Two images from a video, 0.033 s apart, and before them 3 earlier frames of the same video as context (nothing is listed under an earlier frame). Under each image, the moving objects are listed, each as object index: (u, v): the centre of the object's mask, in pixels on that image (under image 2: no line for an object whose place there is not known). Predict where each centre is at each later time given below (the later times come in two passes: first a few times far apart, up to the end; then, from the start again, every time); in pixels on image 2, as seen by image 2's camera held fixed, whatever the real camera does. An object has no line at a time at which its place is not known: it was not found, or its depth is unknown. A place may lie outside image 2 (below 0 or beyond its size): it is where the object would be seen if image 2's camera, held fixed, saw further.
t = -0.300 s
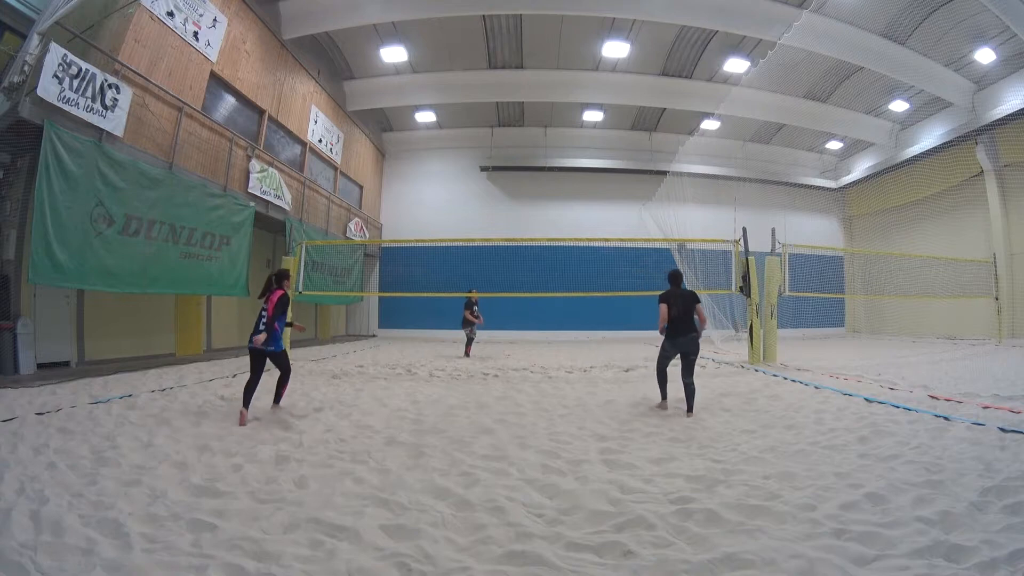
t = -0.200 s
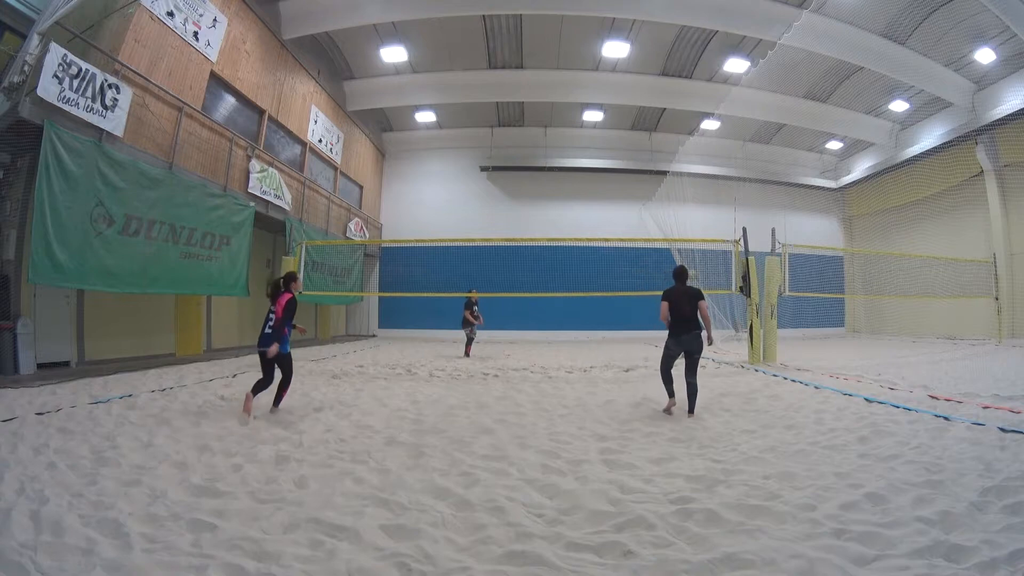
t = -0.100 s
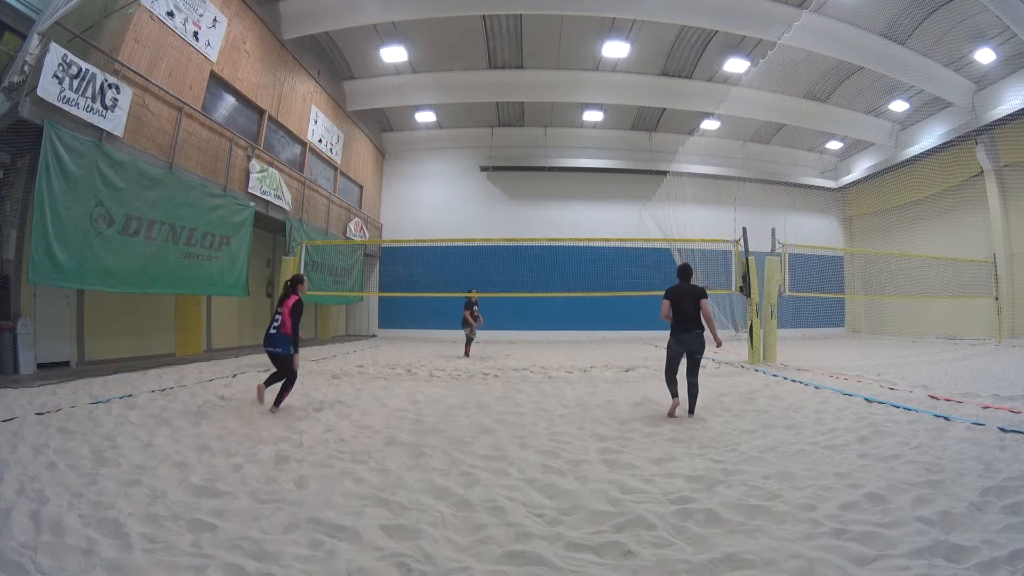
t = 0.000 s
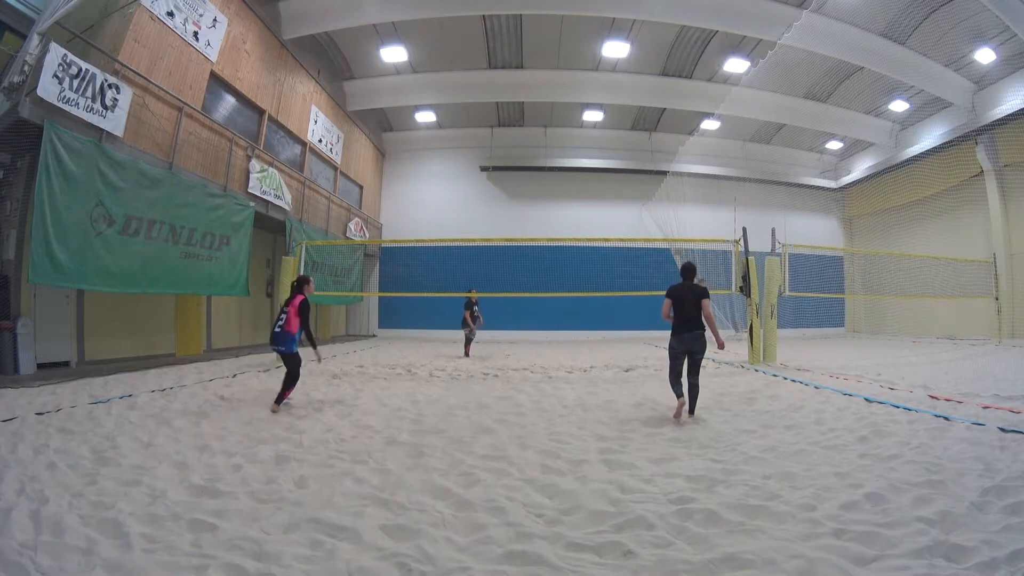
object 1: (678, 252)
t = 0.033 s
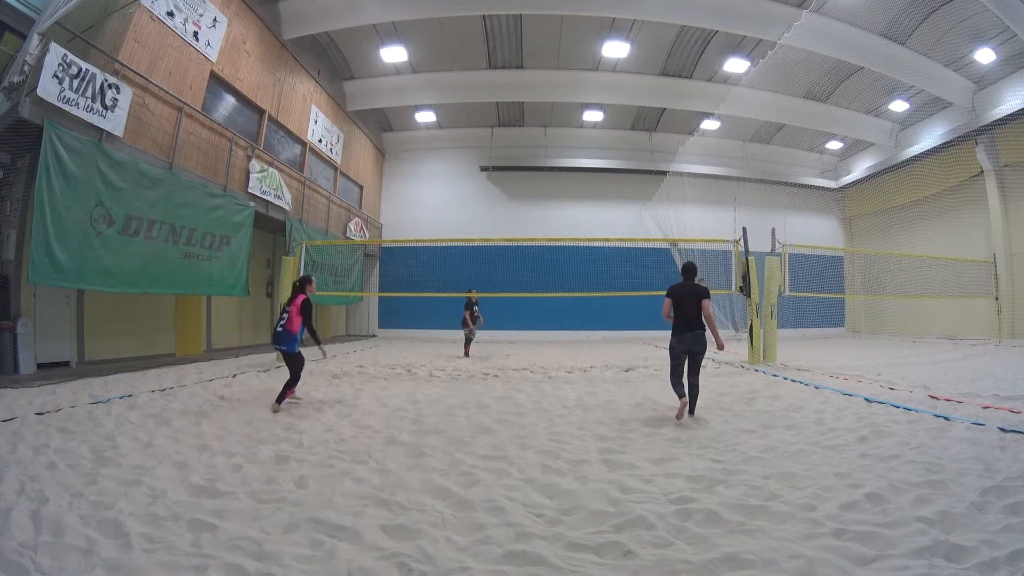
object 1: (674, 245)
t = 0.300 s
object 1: (639, 197)
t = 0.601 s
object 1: (598, 182)
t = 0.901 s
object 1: (558, 215)
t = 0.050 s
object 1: (671, 237)
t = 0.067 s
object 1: (669, 235)
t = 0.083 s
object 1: (667, 232)
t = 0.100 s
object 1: (665, 228)
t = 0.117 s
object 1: (663, 225)
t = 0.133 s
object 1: (661, 222)
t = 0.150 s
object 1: (658, 218)
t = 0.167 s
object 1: (656, 216)
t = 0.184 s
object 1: (654, 213)
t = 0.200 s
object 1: (652, 210)
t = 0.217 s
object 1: (650, 208)
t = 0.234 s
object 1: (647, 205)
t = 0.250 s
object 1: (645, 202)
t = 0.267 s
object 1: (643, 200)
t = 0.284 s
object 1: (641, 198)
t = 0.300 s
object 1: (639, 197)
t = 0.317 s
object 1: (636, 194)
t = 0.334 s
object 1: (634, 192)
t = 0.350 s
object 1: (632, 191)
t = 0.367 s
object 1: (630, 190)
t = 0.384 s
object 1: (627, 188)
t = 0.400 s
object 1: (625, 187)
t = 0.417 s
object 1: (623, 186)
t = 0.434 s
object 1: (621, 185)
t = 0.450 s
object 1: (619, 184)
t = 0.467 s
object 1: (616, 183)
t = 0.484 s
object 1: (614, 183)
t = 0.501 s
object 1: (612, 183)
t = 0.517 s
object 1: (610, 182)
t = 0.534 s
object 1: (607, 182)
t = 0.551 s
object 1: (605, 182)
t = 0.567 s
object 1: (603, 182)
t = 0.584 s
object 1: (601, 182)
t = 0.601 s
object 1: (598, 182)
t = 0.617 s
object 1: (596, 183)
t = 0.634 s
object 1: (594, 184)
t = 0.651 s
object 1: (592, 185)
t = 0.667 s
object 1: (590, 186)
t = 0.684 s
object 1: (588, 187)
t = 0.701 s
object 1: (586, 188)
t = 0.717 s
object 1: (583, 189)
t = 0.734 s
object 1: (581, 191)
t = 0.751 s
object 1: (579, 193)
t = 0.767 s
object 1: (576, 195)
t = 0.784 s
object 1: (574, 197)
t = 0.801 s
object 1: (572, 199)
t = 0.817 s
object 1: (570, 201)
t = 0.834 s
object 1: (568, 203)
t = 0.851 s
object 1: (565, 206)
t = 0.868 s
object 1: (563, 209)
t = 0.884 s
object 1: (561, 212)
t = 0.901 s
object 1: (558, 215)
